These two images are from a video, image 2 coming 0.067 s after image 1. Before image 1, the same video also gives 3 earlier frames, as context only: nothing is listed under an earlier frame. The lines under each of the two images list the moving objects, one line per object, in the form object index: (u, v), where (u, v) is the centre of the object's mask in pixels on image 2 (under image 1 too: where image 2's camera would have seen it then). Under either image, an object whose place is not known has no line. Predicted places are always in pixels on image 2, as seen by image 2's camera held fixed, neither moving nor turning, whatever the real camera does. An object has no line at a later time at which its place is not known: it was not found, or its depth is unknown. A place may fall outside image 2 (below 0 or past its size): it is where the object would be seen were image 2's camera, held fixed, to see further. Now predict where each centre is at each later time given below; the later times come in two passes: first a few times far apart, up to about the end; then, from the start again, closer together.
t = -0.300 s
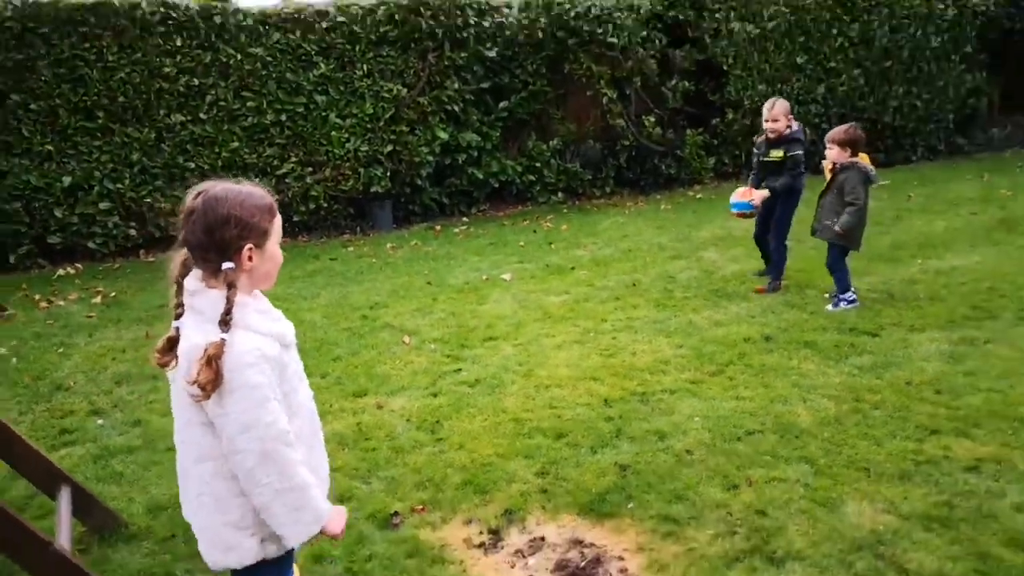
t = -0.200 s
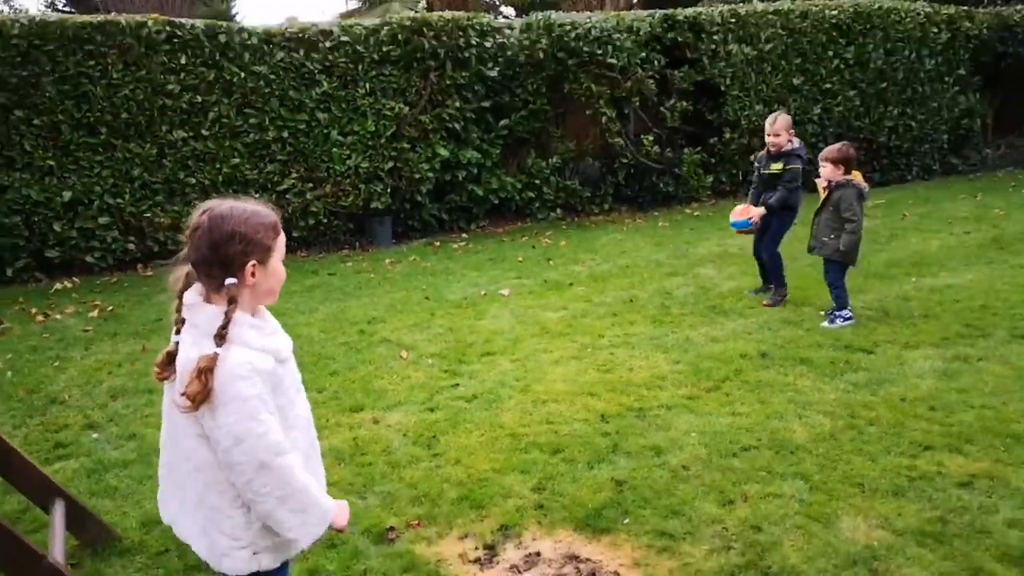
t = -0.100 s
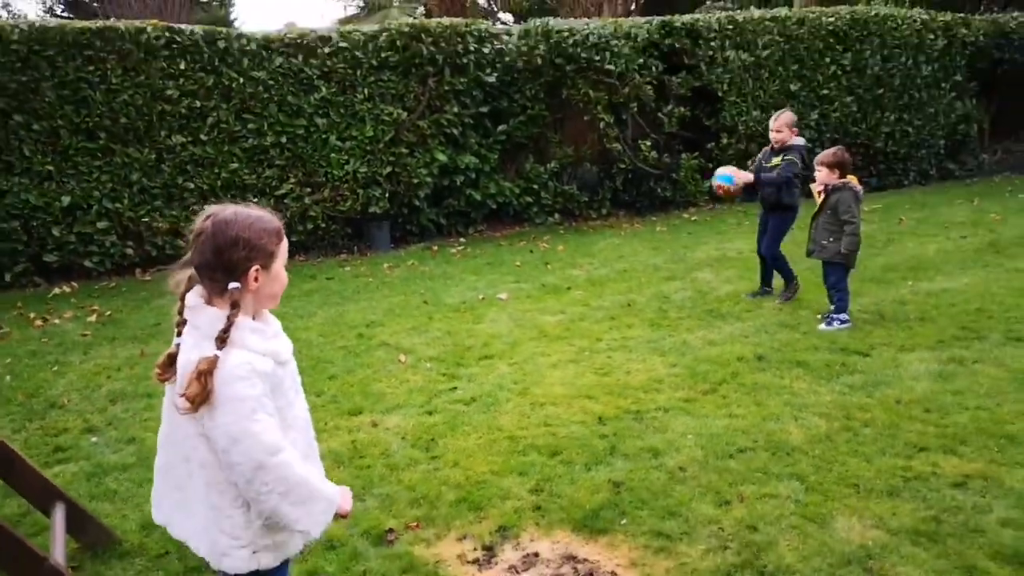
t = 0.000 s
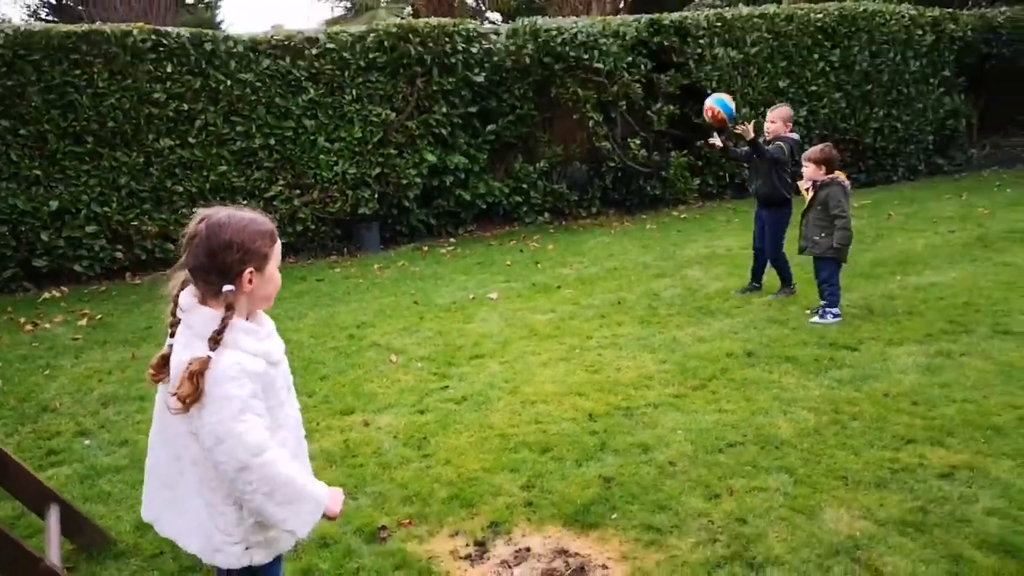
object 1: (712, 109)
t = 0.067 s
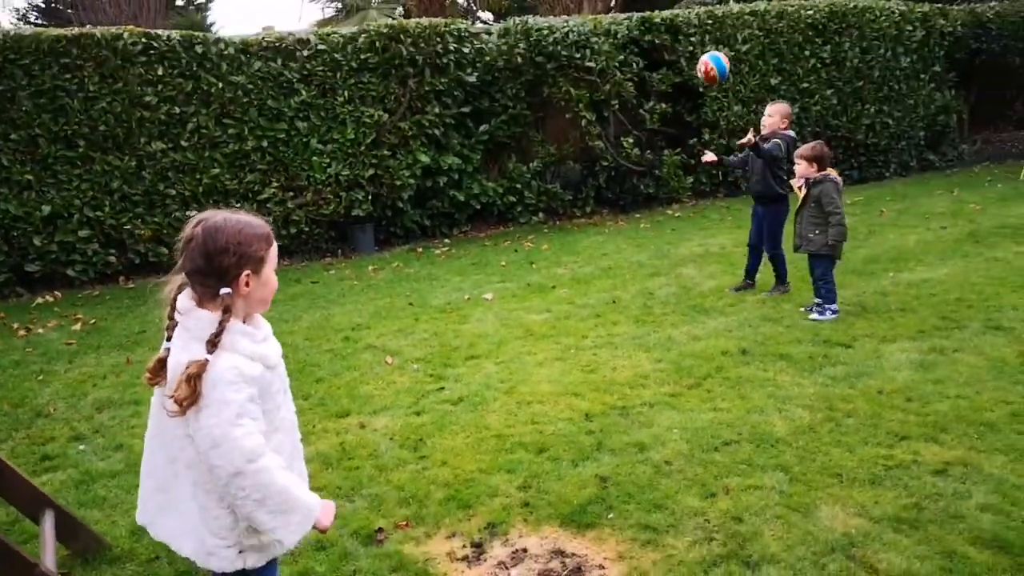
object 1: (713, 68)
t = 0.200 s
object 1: (716, 10)
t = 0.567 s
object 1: (714, 9)
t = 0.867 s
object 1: (706, 167)
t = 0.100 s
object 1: (713, 51)
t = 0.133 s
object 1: (715, 36)
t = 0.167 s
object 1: (716, 22)
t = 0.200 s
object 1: (716, 10)
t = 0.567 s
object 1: (714, 9)
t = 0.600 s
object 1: (714, 20)
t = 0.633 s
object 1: (714, 33)
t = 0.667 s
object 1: (713, 47)
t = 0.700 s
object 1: (712, 63)
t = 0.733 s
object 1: (709, 81)
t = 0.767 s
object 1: (709, 101)
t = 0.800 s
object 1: (708, 122)
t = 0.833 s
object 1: (707, 144)
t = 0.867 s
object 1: (706, 167)
